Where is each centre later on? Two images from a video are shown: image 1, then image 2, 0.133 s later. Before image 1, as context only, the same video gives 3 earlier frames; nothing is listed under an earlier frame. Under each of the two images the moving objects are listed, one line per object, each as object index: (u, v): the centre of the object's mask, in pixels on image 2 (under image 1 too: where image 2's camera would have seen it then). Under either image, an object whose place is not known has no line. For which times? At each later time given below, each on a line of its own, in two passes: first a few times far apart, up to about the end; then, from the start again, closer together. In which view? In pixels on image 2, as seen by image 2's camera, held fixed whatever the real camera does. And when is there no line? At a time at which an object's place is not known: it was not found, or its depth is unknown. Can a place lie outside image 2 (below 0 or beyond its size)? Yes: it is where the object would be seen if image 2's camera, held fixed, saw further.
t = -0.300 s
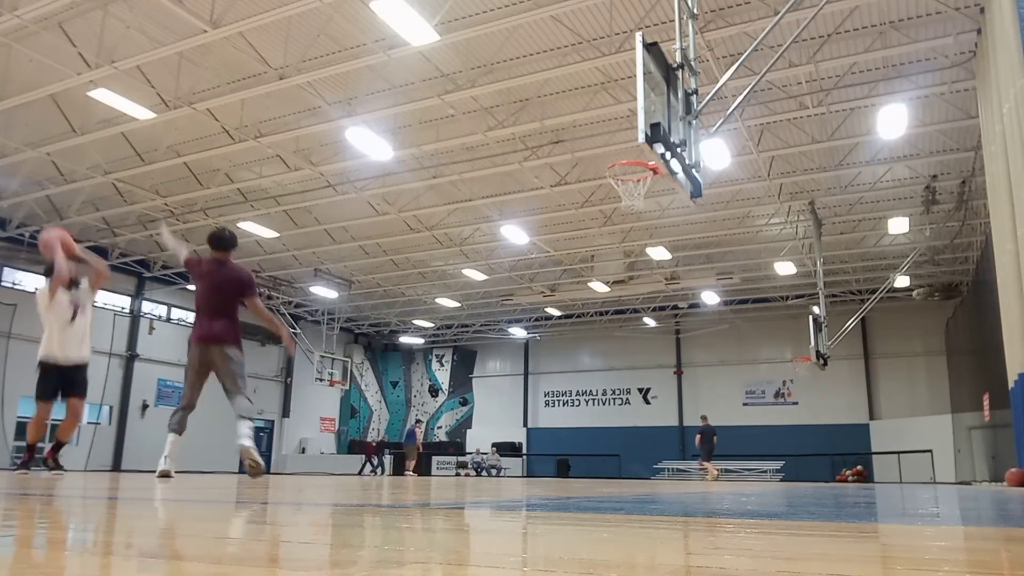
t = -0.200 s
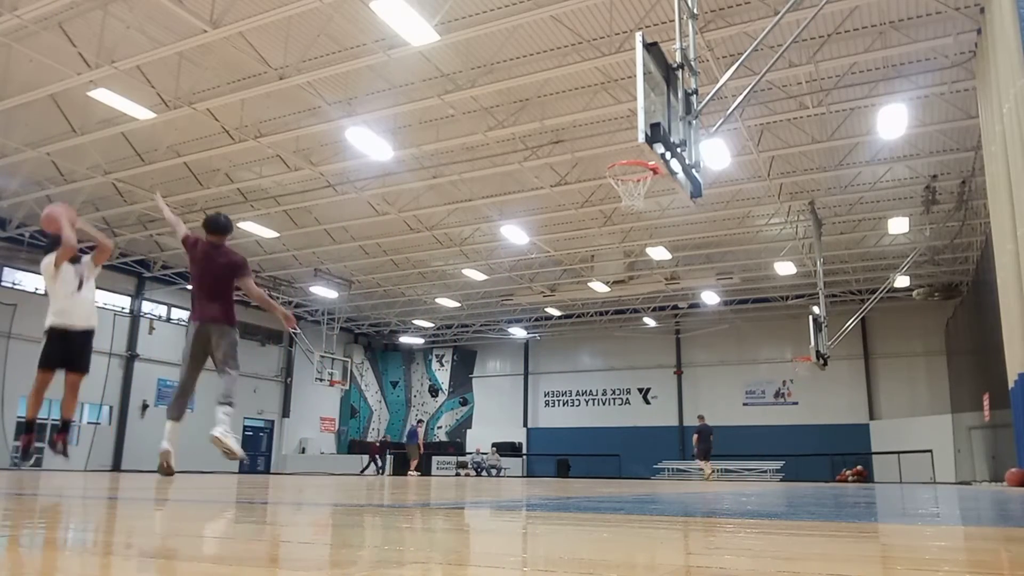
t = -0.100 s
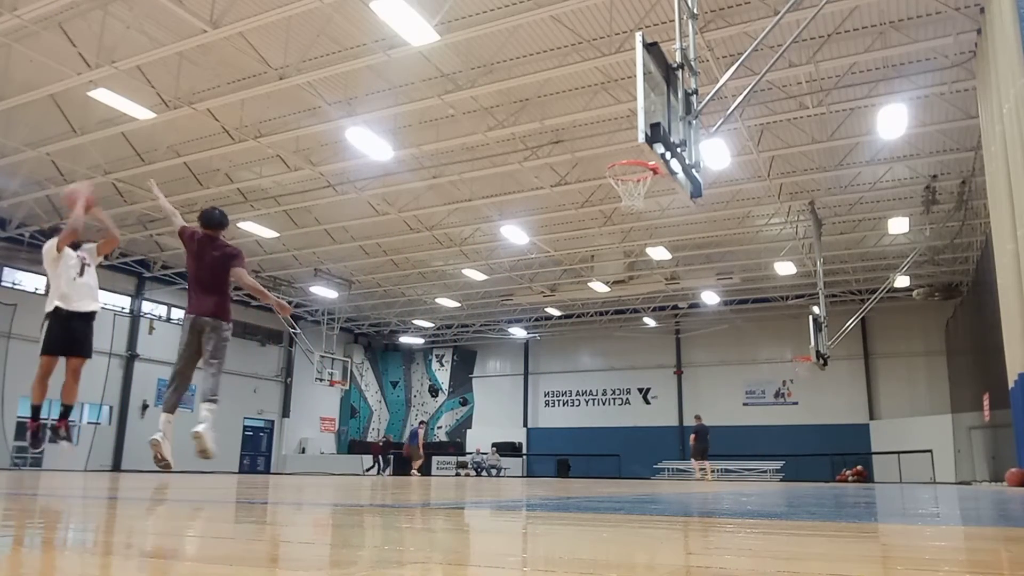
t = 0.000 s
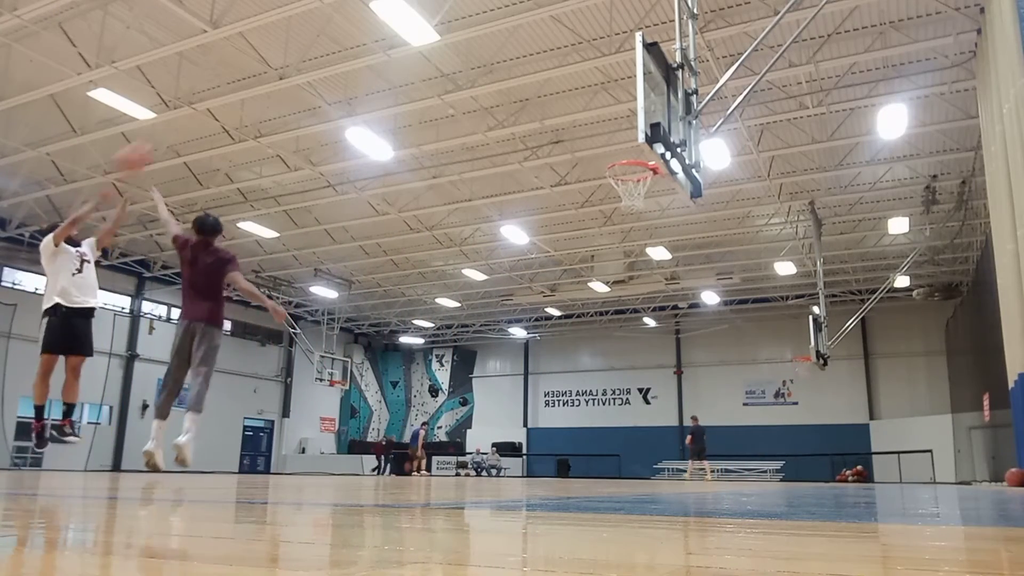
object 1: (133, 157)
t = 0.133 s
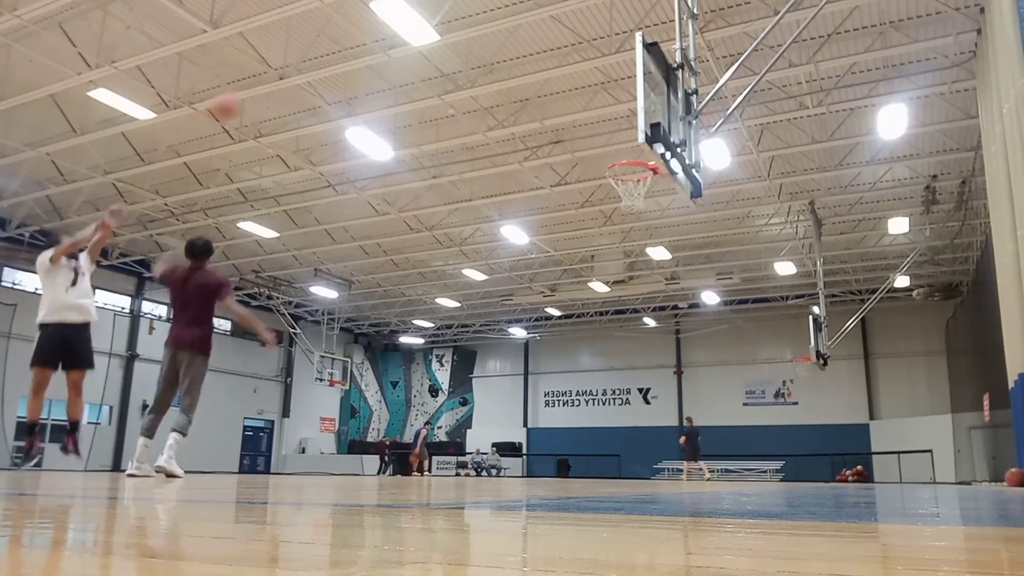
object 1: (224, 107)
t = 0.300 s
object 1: (328, 72)
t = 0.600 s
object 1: (488, 76)
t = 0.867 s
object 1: (616, 148)
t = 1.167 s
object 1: (610, 193)
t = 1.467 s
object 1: (644, 237)
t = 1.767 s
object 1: (689, 379)
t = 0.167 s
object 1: (245, 98)
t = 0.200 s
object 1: (268, 89)
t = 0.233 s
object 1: (290, 82)
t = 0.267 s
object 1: (309, 76)
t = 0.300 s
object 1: (328, 72)
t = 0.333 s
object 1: (347, 68)
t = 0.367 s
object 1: (368, 65)
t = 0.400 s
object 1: (385, 64)
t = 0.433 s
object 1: (404, 63)
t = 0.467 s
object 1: (422, 65)
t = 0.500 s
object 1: (439, 66)
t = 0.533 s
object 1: (456, 70)
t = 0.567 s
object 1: (472, 72)
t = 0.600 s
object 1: (488, 76)
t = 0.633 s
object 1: (505, 81)
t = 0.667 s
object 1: (521, 88)
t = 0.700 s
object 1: (536, 96)
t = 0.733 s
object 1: (551, 104)
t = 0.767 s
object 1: (567, 113)
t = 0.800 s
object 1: (584, 124)
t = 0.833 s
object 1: (600, 135)
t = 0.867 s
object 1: (616, 148)
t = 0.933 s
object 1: (639, 174)
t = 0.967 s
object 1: (627, 180)
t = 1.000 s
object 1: (616, 193)
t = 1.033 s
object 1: (610, 194)
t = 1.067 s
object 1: (607, 191)
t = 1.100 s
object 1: (605, 190)
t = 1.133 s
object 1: (607, 191)
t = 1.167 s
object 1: (610, 193)
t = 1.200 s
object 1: (614, 196)
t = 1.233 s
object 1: (617, 199)
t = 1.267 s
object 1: (621, 203)
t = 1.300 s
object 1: (624, 206)
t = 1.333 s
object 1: (628, 210)
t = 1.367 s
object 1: (631, 214)
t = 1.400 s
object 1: (635, 219)
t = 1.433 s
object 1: (640, 229)
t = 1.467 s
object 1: (644, 237)
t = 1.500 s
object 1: (648, 248)
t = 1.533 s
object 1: (654, 264)
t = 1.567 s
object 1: (659, 274)
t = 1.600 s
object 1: (664, 288)
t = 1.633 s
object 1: (669, 305)
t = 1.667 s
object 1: (674, 322)
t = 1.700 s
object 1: (679, 339)
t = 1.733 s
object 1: (685, 359)
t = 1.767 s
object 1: (689, 379)
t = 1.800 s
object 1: (695, 404)
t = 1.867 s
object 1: (706, 452)
